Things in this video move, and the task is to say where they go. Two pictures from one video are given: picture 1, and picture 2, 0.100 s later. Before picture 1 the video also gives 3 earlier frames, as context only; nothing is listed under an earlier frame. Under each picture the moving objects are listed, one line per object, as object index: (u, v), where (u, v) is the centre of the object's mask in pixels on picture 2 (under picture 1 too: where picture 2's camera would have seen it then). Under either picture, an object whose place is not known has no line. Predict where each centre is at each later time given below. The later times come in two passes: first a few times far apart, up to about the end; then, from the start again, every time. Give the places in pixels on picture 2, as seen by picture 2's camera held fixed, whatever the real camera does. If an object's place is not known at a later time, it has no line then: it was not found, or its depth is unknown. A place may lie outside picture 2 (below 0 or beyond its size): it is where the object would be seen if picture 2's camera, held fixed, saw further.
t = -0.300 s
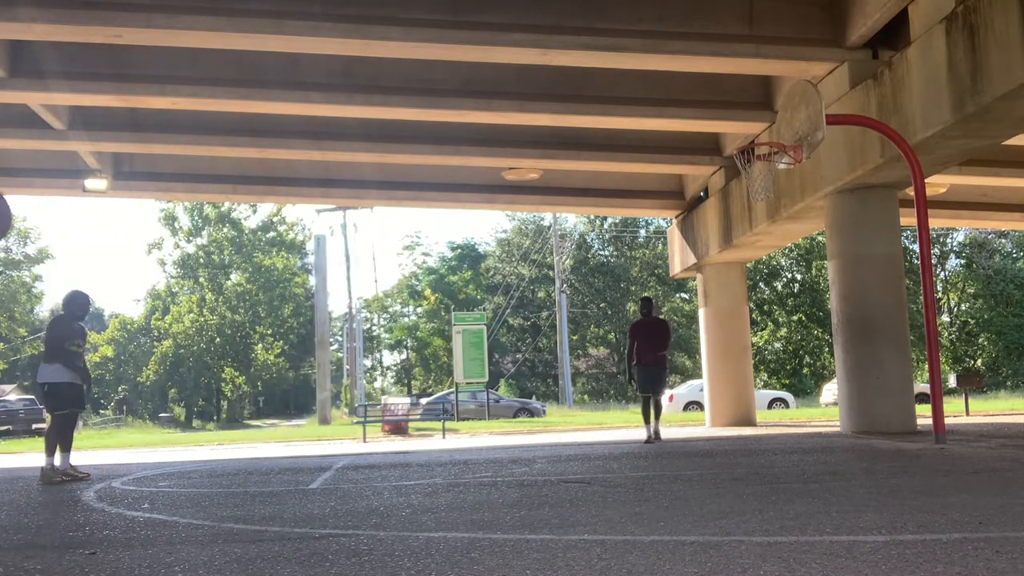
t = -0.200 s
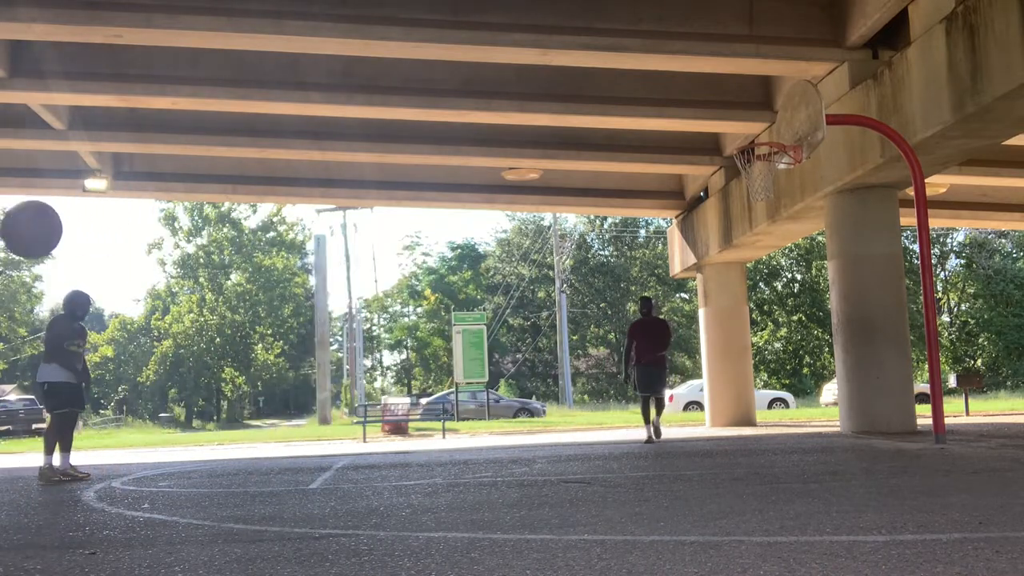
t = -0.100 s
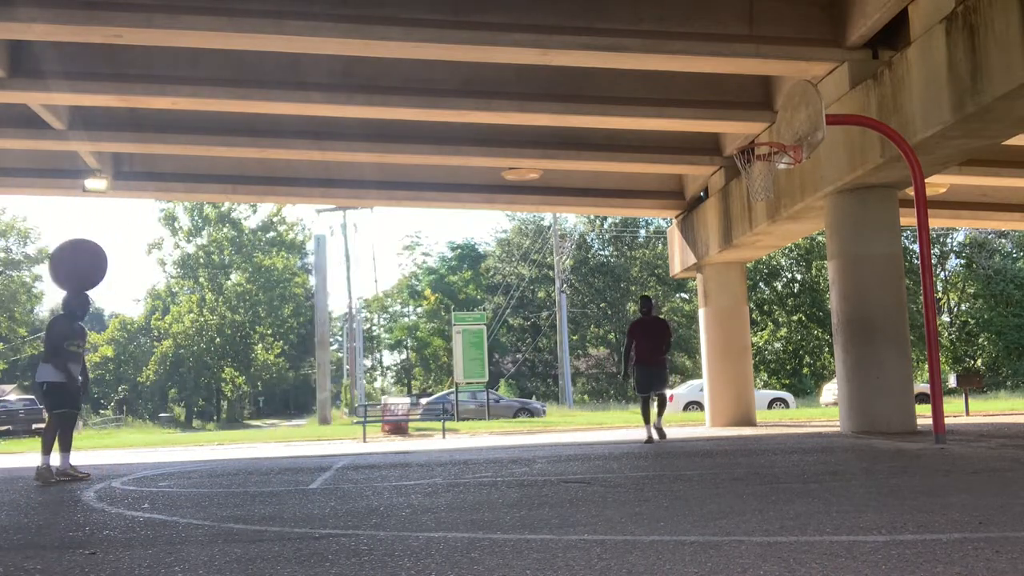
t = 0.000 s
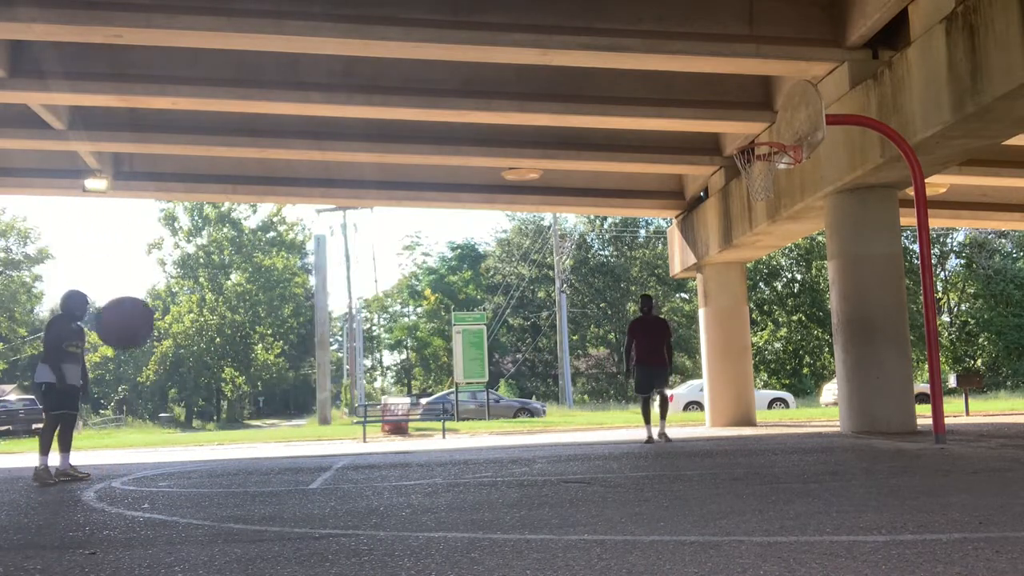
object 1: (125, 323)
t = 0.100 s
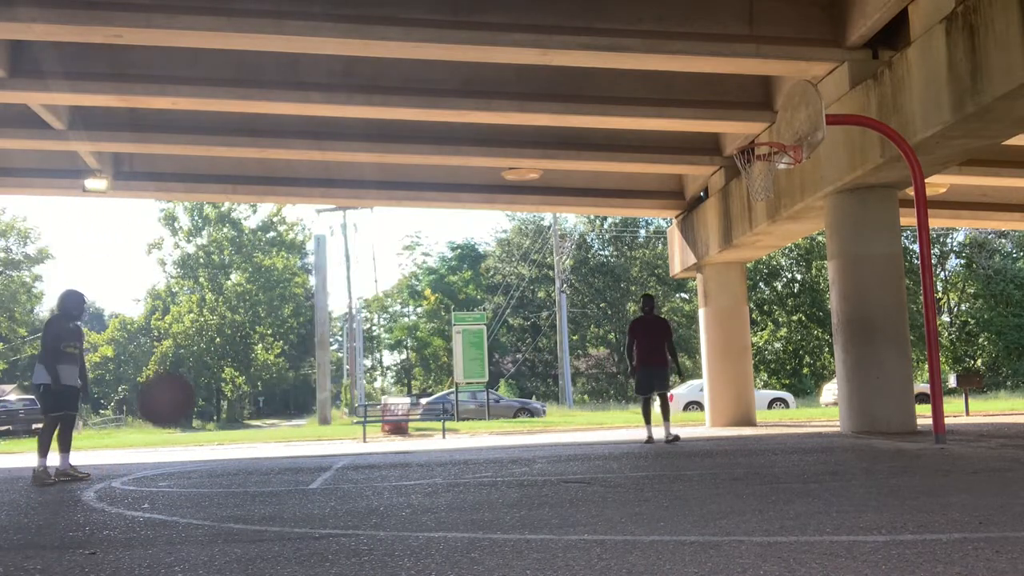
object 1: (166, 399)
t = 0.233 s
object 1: (216, 512)
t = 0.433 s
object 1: (197, 387)
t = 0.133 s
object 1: (180, 428)
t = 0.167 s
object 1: (195, 462)
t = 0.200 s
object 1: (209, 494)
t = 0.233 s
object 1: (216, 512)
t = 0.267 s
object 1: (213, 485)
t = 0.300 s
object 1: (210, 461)
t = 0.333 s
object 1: (207, 438)
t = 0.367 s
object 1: (203, 419)
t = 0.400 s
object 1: (200, 403)
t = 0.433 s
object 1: (197, 387)
